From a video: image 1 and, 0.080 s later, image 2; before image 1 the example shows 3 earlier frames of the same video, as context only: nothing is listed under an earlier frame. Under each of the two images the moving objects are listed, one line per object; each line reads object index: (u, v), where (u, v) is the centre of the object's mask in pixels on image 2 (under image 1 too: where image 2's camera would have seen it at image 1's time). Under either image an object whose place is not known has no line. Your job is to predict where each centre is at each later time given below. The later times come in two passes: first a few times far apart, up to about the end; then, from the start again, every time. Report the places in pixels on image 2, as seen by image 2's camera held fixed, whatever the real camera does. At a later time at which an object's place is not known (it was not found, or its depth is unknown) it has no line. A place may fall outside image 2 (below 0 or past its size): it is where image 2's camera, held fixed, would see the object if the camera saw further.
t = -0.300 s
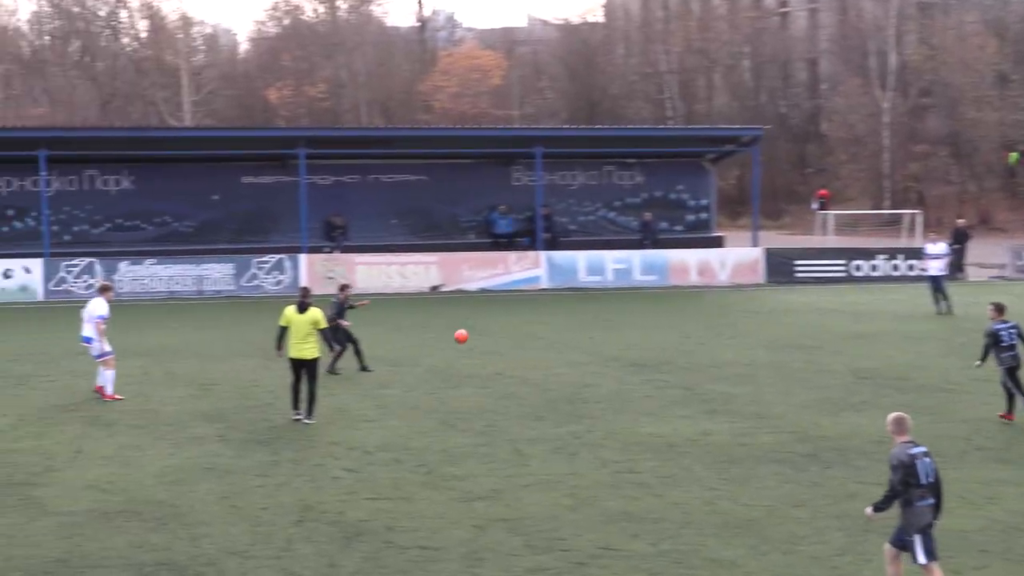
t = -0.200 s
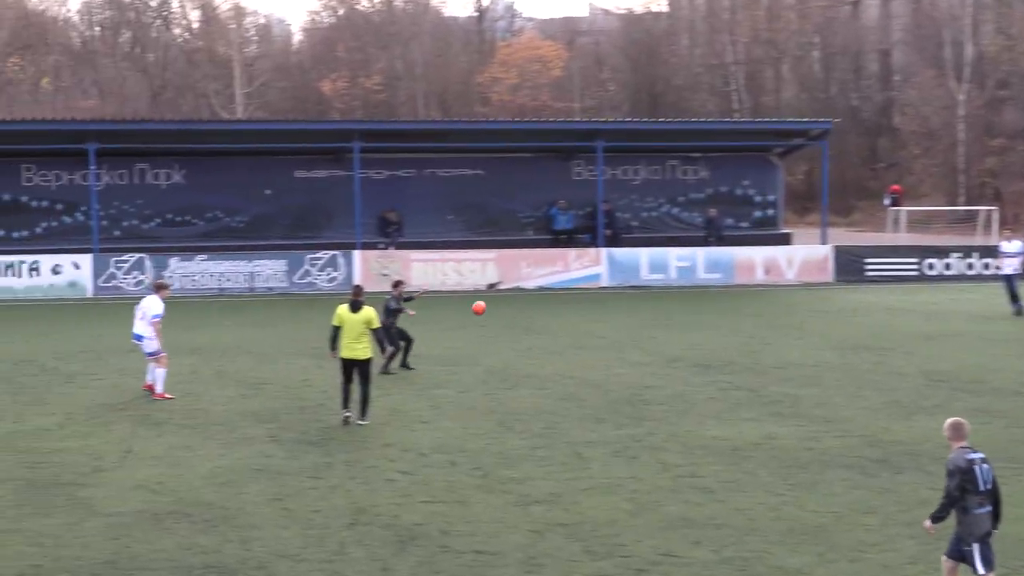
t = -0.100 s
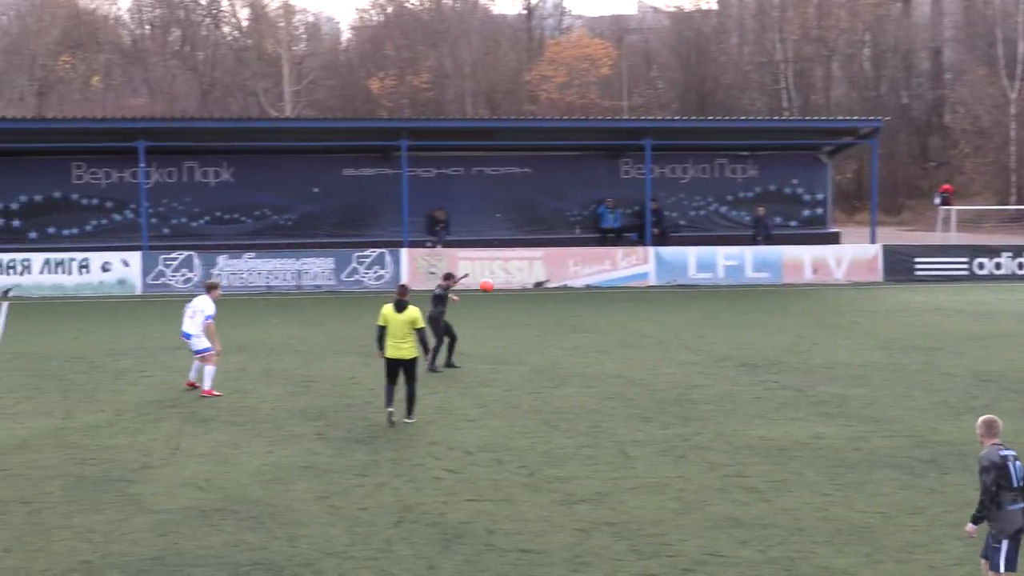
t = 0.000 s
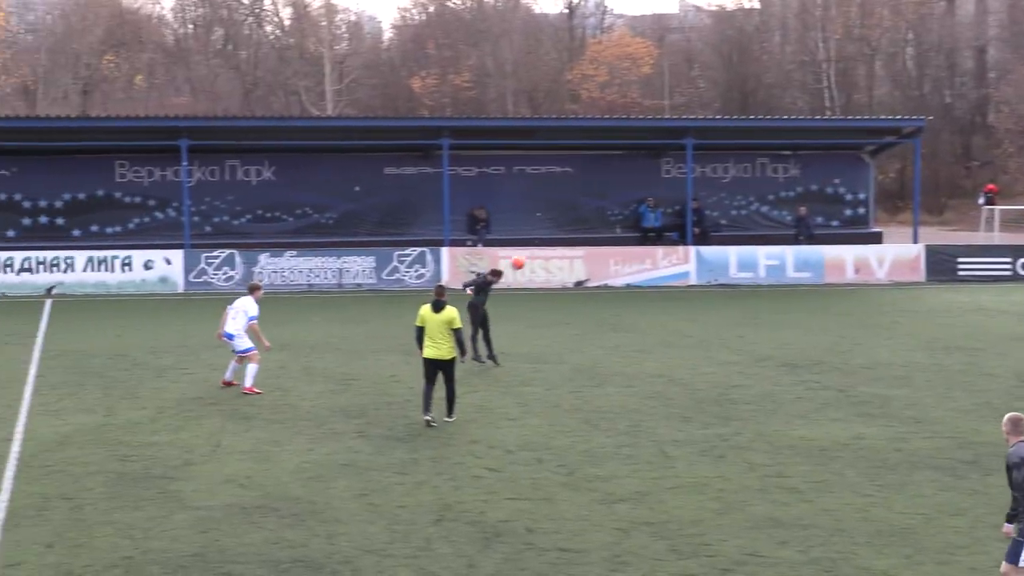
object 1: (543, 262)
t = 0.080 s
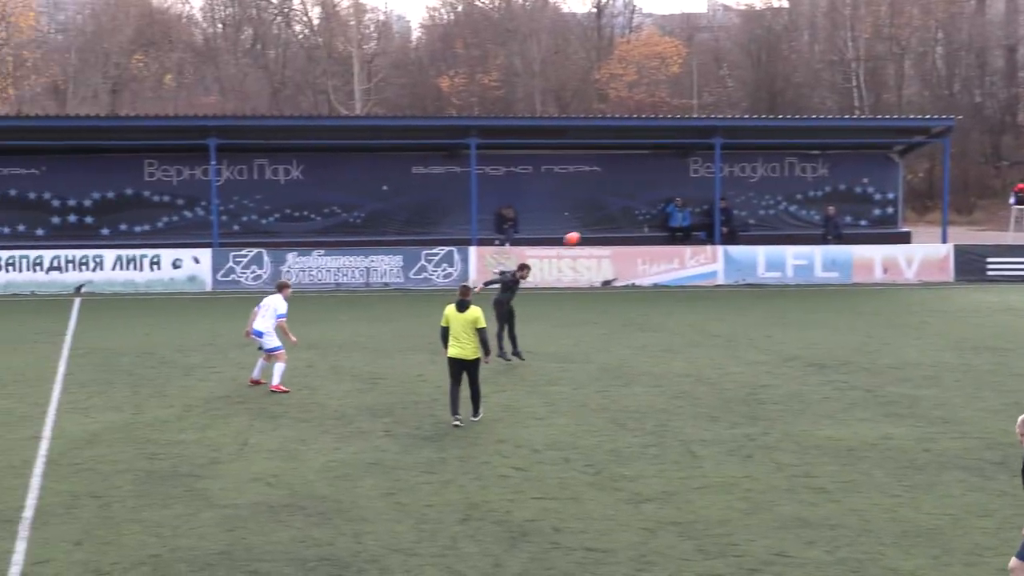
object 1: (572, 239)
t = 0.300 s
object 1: (649, 196)
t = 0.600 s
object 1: (744, 180)
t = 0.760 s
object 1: (794, 192)
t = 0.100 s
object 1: (579, 234)
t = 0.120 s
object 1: (587, 229)
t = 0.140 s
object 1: (593, 224)
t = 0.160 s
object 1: (600, 220)
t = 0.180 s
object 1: (608, 216)
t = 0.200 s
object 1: (615, 212)
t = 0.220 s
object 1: (621, 208)
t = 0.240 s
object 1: (628, 205)
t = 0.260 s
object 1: (635, 202)
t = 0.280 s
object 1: (642, 199)
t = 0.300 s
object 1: (649, 196)
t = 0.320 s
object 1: (655, 193)
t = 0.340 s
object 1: (662, 191)
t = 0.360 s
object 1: (668, 188)
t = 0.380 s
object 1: (675, 187)
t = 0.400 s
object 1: (681, 185)
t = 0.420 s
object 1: (687, 183)
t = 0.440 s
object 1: (694, 182)
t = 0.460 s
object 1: (700, 181)
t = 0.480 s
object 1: (706, 180)
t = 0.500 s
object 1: (713, 180)
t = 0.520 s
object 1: (719, 179)
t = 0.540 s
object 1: (726, 179)
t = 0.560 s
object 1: (731, 179)
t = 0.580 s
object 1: (738, 179)
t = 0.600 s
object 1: (744, 180)
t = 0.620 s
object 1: (750, 181)
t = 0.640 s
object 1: (756, 181)
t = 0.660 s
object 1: (762, 182)
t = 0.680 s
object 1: (768, 184)
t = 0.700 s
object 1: (775, 186)
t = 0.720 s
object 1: (781, 187)
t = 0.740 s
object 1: (787, 189)
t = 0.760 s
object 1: (794, 192)
